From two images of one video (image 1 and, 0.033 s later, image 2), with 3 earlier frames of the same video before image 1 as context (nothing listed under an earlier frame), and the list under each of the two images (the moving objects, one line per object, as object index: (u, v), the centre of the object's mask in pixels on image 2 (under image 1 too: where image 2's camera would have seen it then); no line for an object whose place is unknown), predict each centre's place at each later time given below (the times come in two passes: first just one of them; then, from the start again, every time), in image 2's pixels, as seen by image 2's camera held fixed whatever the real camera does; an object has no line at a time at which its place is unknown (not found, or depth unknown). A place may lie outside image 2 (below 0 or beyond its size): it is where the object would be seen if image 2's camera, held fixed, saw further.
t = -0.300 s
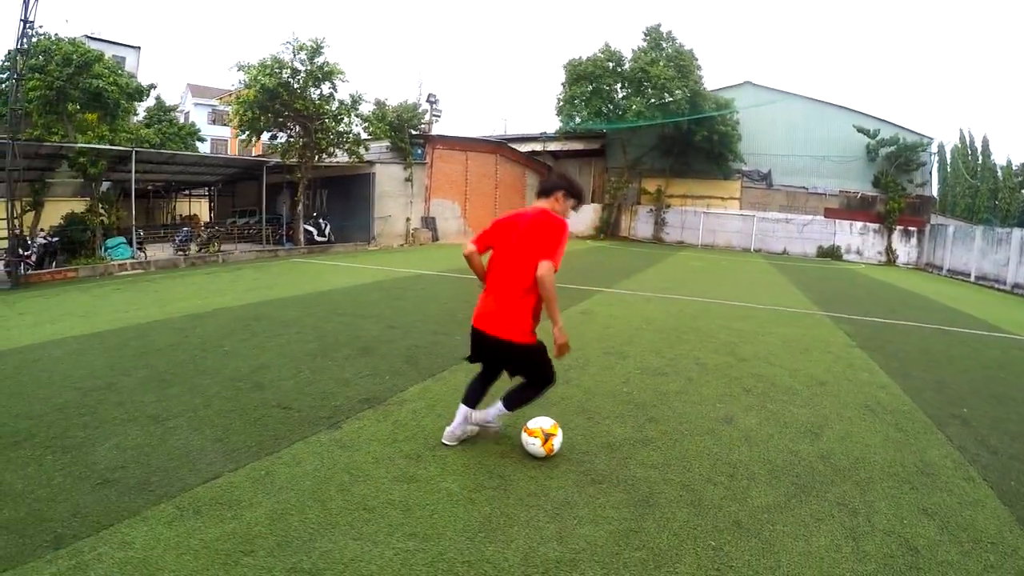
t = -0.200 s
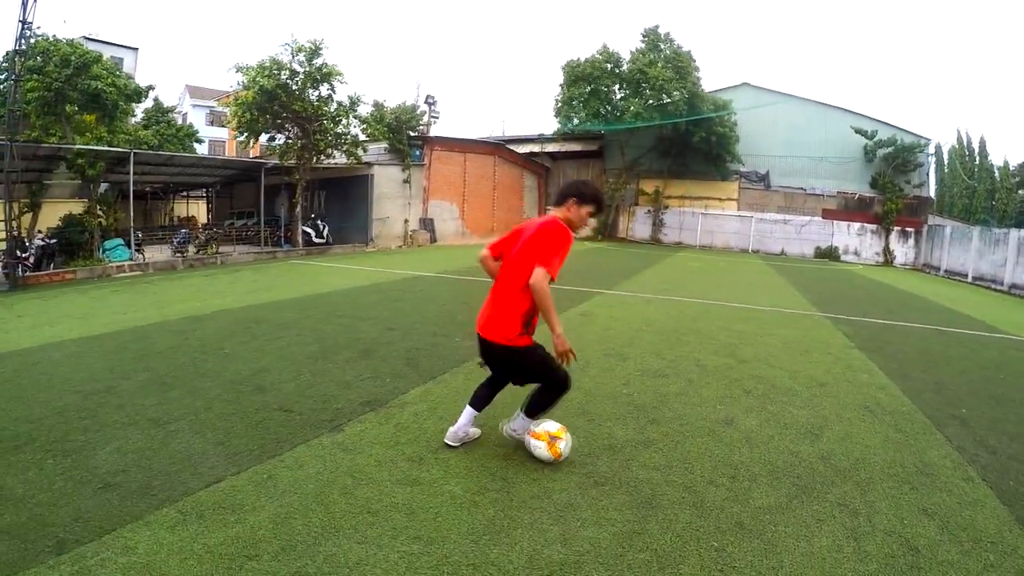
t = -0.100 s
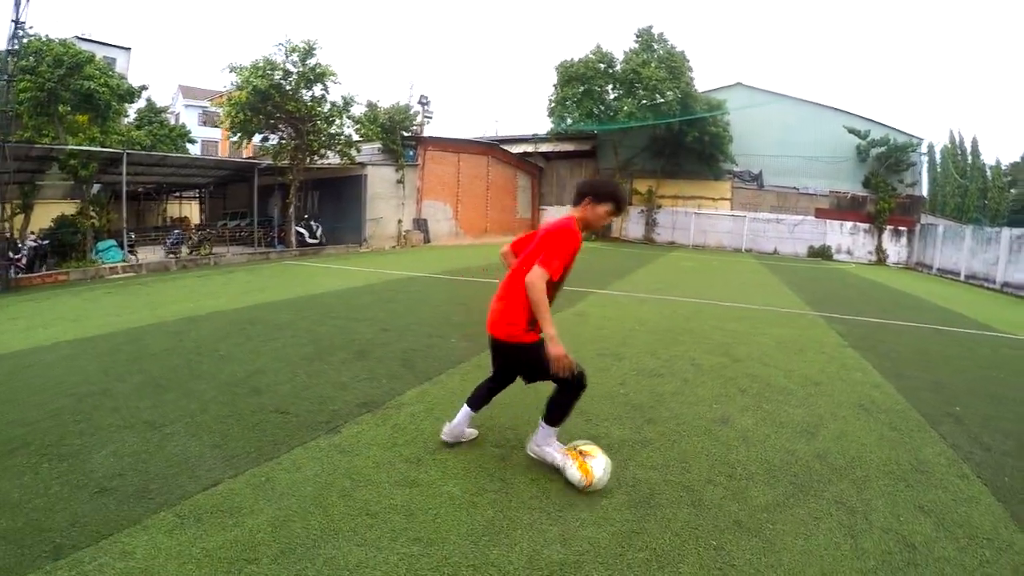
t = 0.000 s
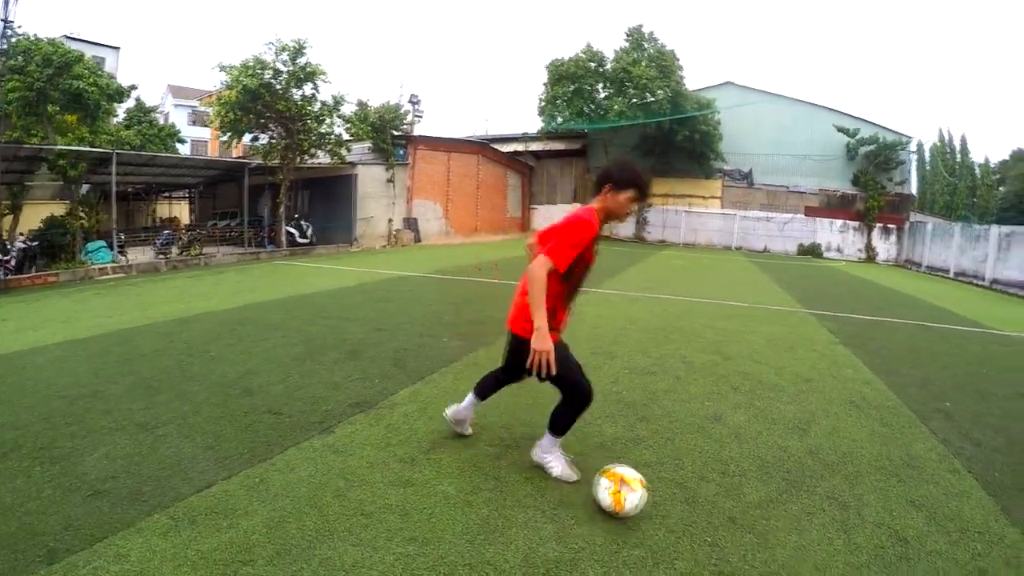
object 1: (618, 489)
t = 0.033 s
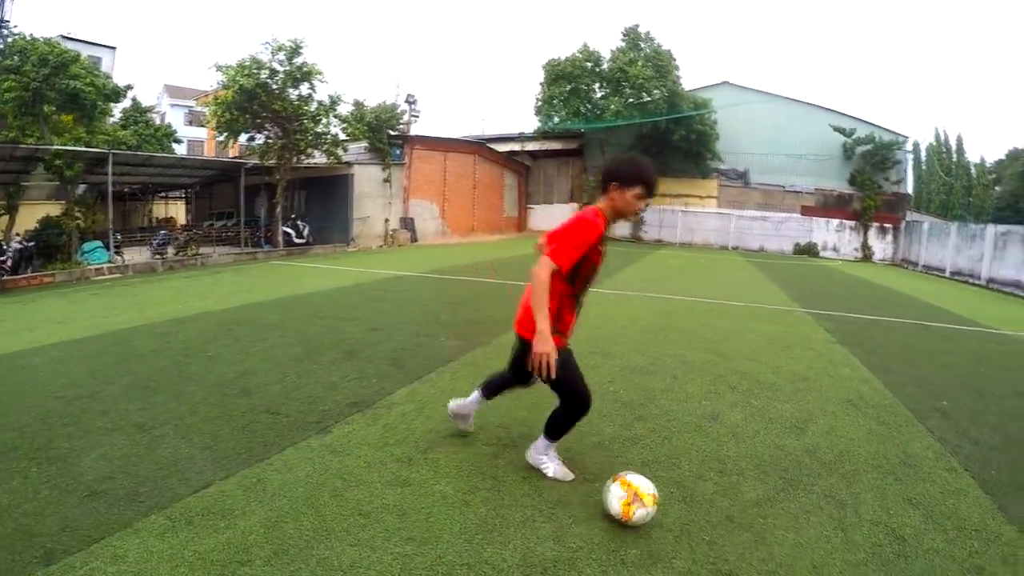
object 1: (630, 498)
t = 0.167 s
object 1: (677, 526)
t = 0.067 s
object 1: (643, 506)
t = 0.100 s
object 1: (654, 513)
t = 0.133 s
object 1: (665, 520)
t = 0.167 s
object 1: (677, 526)
